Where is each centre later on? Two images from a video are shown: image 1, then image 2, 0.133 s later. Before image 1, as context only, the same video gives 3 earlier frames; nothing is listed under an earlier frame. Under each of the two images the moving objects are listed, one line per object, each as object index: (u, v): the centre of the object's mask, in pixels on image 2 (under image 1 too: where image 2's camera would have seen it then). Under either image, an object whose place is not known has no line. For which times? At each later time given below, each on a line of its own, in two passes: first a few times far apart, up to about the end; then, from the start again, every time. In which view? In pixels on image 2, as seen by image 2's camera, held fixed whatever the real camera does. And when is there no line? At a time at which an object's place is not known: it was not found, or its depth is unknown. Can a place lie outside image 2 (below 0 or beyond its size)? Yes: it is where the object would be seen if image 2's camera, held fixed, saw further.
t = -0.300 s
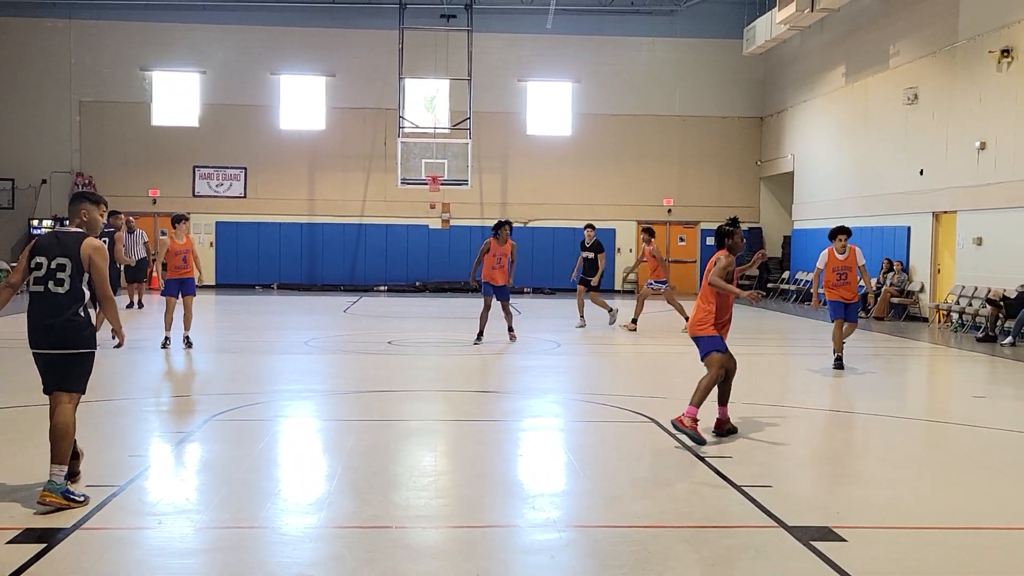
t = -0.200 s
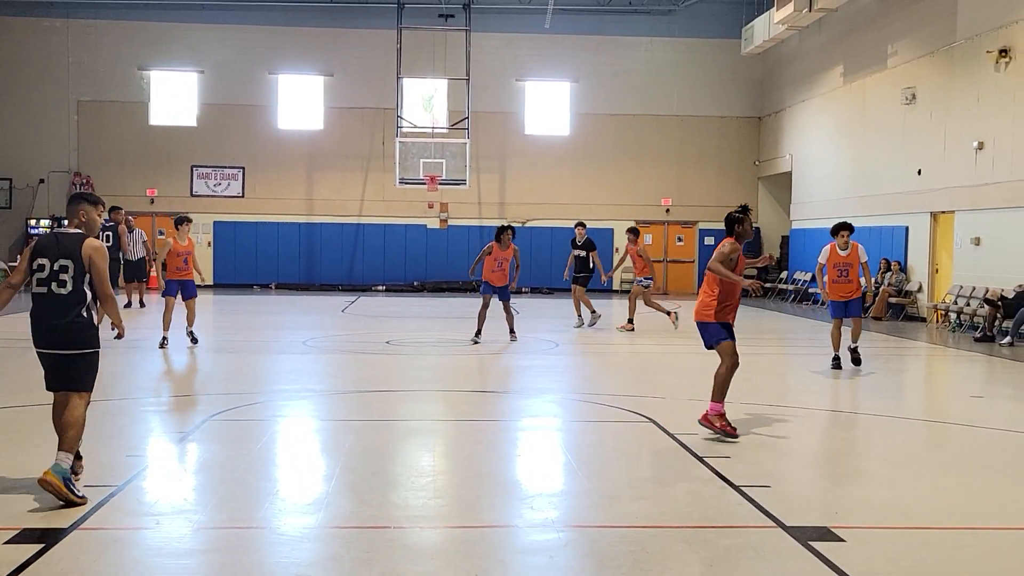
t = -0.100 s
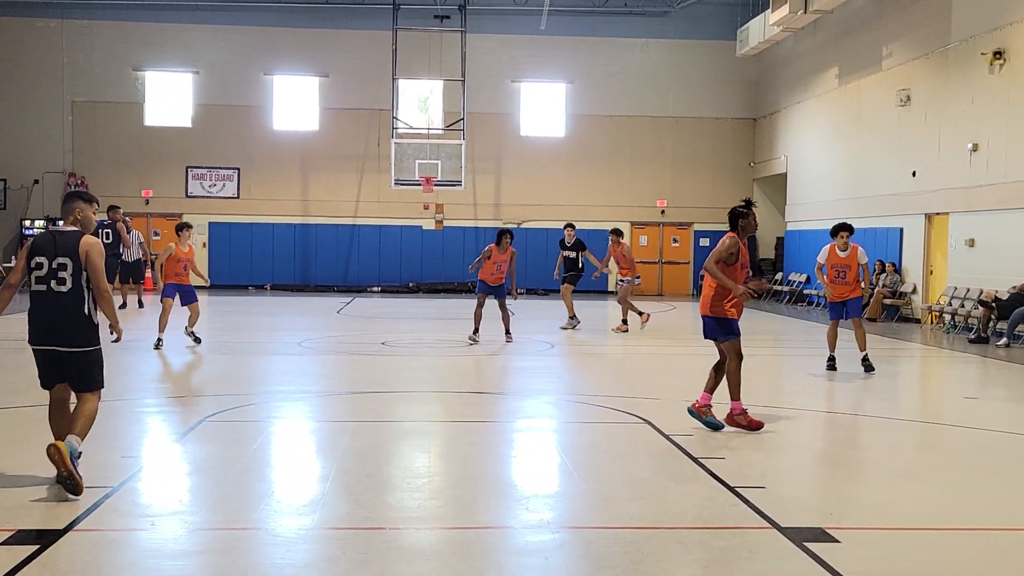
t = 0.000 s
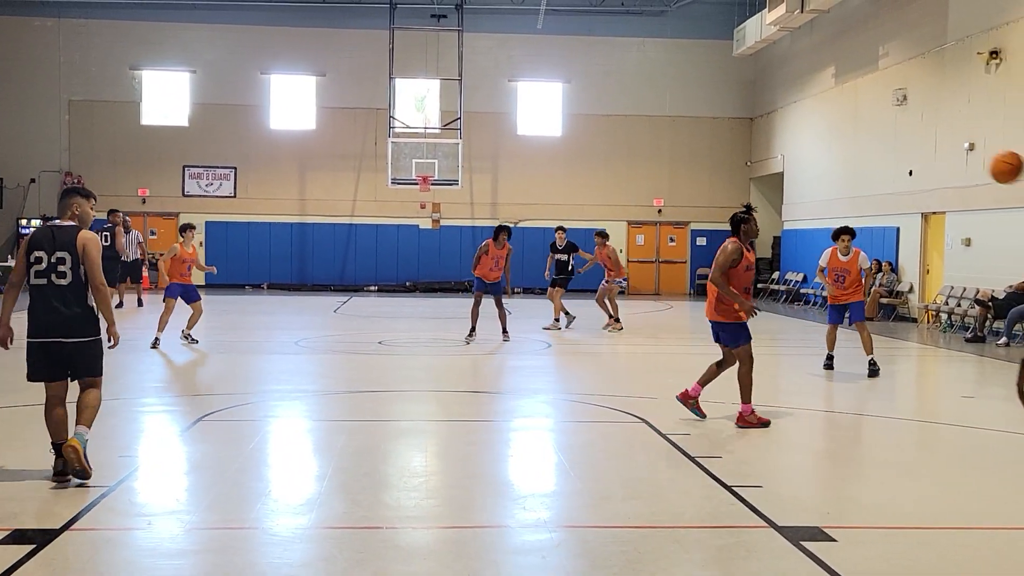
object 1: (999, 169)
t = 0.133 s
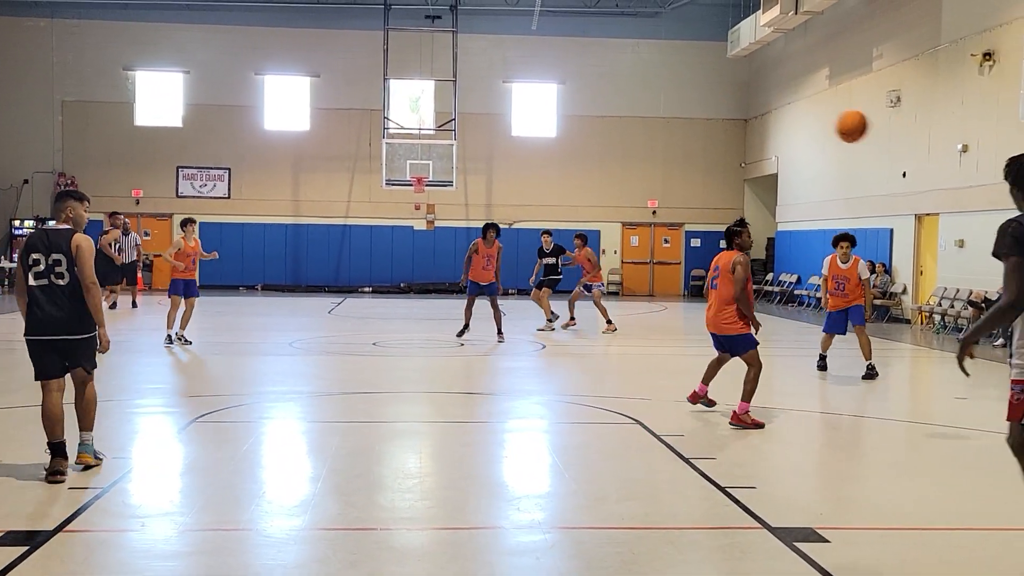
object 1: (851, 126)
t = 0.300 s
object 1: (672, 106)
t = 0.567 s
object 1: (400, 150)
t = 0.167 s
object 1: (815, 118)
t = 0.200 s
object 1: (777, 113)
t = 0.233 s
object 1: (743, 109)
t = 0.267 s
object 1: (708, 106)
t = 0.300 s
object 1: (672, 106)
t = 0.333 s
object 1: (637, 107)
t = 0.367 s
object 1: (602, 109)
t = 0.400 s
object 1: (569, 113)
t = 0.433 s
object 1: (534, 118)
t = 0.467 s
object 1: (499, 124)
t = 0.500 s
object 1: (466, 131)
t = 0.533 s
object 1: (434, 142)
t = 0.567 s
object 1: (400, 150)
